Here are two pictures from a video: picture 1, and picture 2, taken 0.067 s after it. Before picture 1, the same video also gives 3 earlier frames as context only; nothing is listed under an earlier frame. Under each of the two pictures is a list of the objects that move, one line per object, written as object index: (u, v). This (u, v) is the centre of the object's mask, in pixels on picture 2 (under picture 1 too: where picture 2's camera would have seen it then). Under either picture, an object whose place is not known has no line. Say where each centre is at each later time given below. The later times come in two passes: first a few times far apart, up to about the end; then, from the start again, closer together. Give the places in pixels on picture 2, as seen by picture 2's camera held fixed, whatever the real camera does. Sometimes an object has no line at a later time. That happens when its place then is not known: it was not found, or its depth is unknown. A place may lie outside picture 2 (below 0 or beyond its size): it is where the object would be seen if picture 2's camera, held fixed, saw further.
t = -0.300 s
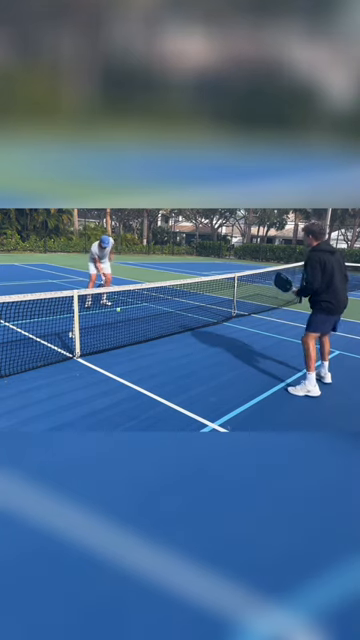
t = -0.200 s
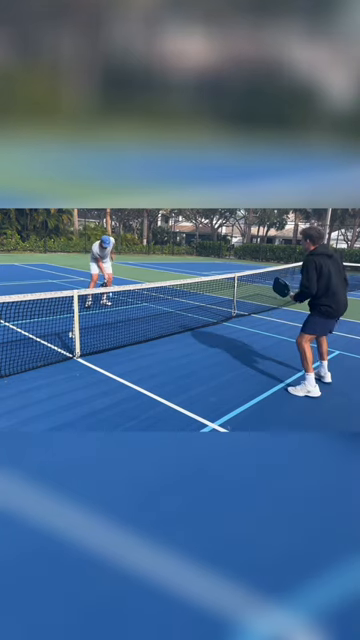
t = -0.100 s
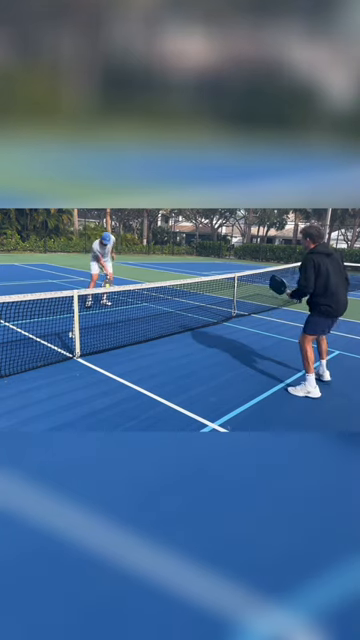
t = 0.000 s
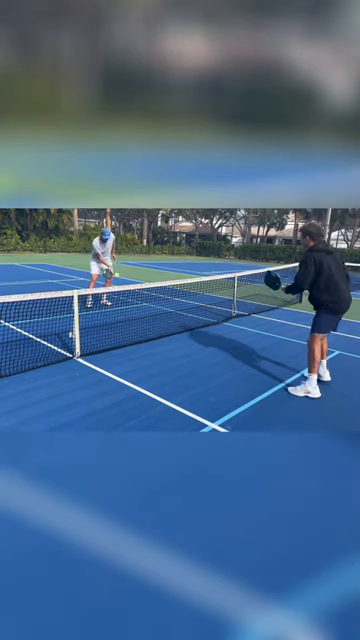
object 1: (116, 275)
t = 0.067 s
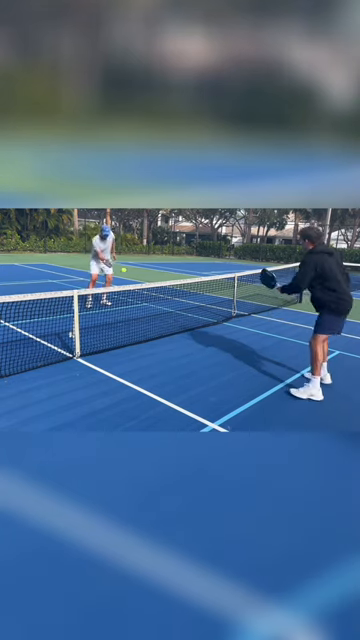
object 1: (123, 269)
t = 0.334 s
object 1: (158, 274)
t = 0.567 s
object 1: (198, 329)
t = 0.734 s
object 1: (233, 386)
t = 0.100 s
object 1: (127, 268)
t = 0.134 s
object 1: (131, 267)
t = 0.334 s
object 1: (158, 274)
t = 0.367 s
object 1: (163, 279)
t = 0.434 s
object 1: (173, 290)
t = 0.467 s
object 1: (179, 298)
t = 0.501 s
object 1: (185, 307)
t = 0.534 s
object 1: (191, 317)
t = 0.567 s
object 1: (198, 329)
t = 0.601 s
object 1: (205, 342)
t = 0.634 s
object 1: (212, 357)
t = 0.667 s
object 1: (220, 374)
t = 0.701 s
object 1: (227, 391)
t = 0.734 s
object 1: (233, 386)
